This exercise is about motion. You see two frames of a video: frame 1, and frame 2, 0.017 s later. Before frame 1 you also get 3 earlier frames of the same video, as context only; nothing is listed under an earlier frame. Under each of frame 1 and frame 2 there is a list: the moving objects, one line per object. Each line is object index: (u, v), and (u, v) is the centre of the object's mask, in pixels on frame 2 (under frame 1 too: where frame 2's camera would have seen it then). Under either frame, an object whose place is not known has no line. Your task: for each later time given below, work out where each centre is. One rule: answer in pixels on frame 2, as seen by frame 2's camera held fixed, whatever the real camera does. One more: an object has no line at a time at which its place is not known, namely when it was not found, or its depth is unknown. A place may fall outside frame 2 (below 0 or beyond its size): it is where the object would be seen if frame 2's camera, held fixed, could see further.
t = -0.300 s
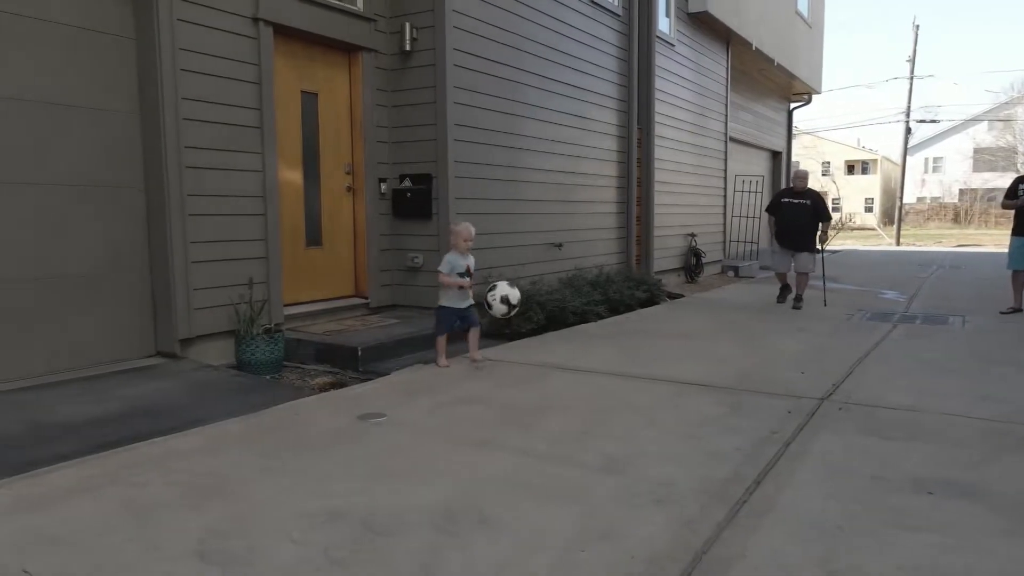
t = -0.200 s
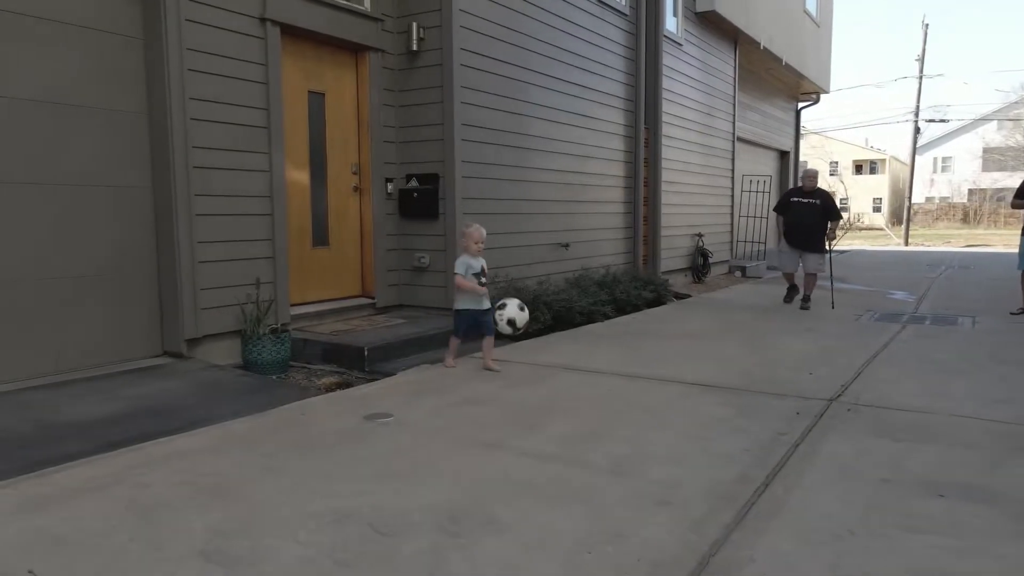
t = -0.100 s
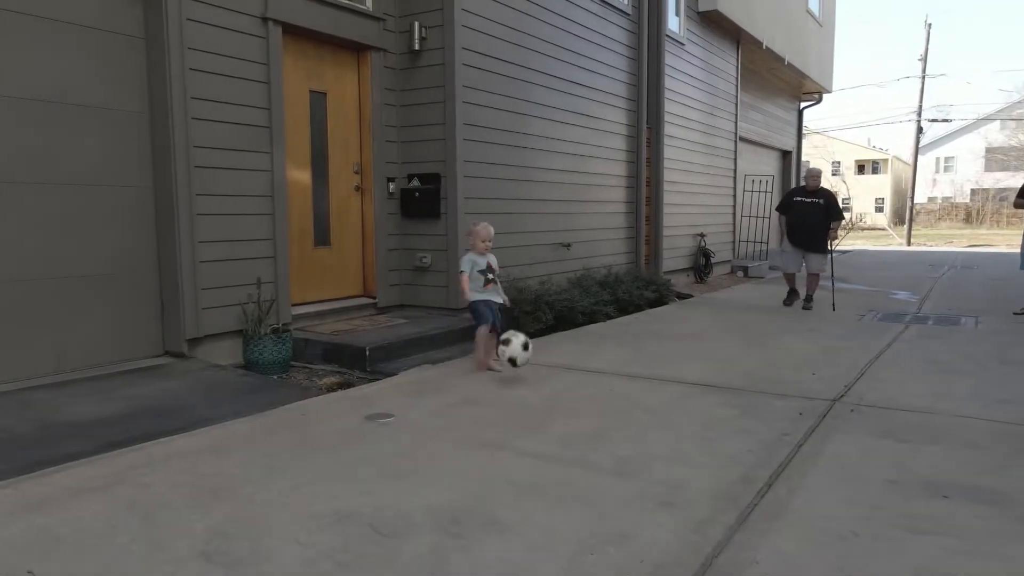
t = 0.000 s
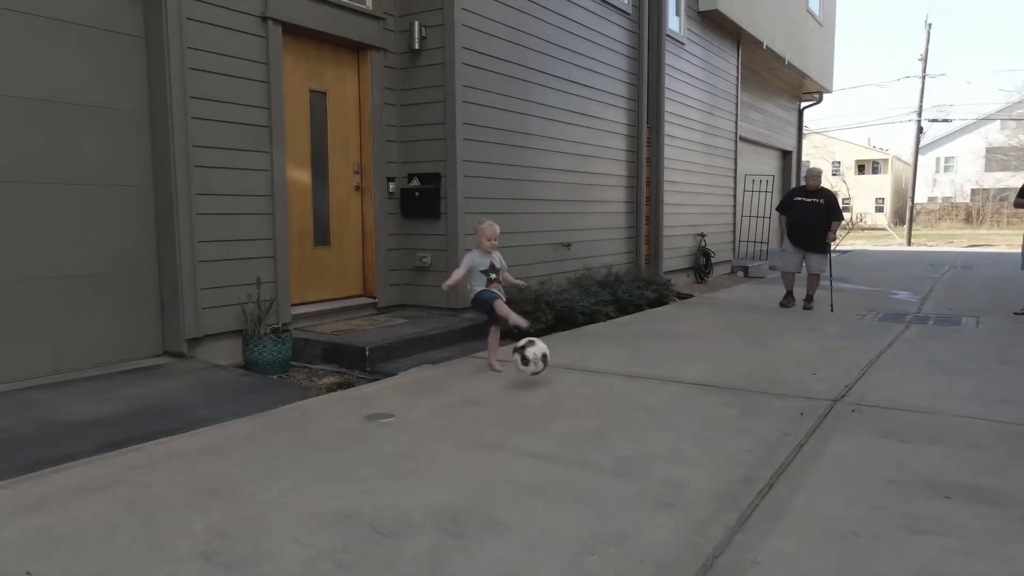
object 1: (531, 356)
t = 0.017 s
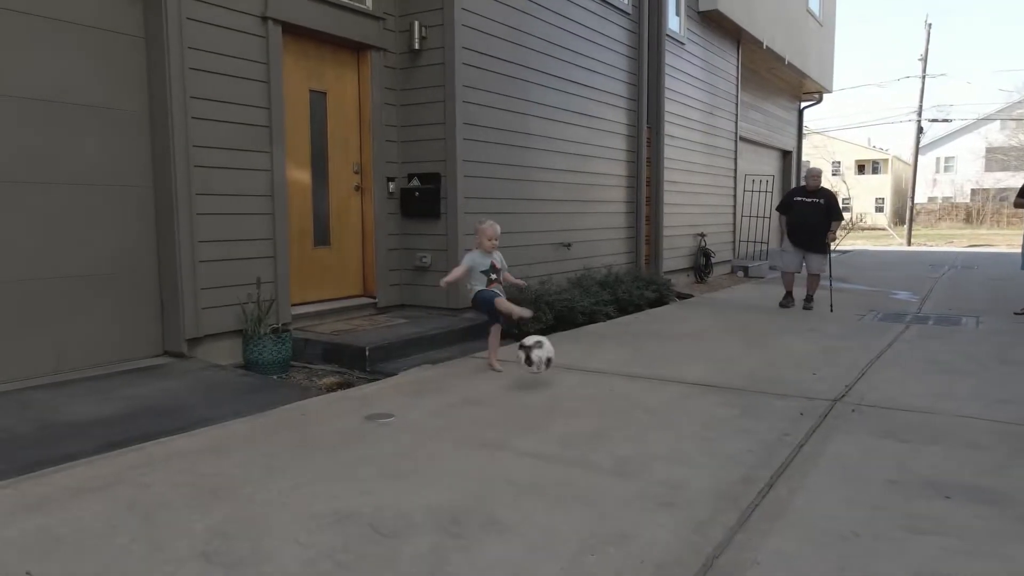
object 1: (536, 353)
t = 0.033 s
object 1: (541, 351)
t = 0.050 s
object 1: (545, 350)
